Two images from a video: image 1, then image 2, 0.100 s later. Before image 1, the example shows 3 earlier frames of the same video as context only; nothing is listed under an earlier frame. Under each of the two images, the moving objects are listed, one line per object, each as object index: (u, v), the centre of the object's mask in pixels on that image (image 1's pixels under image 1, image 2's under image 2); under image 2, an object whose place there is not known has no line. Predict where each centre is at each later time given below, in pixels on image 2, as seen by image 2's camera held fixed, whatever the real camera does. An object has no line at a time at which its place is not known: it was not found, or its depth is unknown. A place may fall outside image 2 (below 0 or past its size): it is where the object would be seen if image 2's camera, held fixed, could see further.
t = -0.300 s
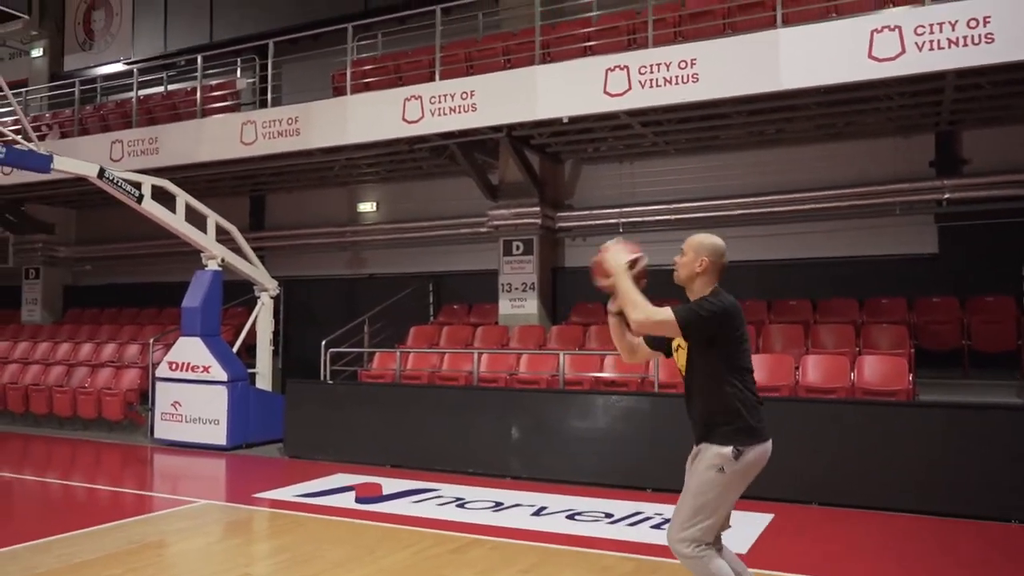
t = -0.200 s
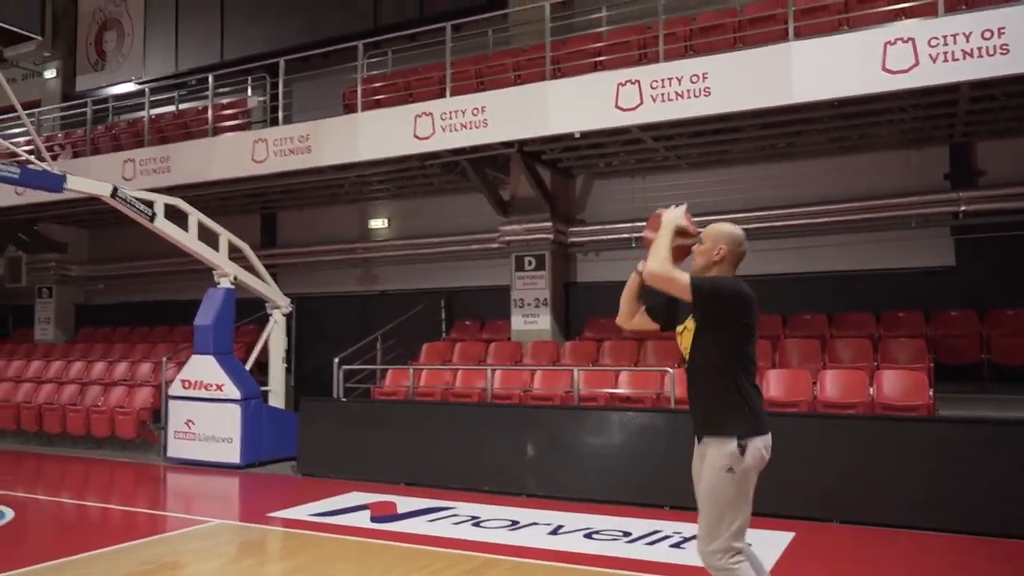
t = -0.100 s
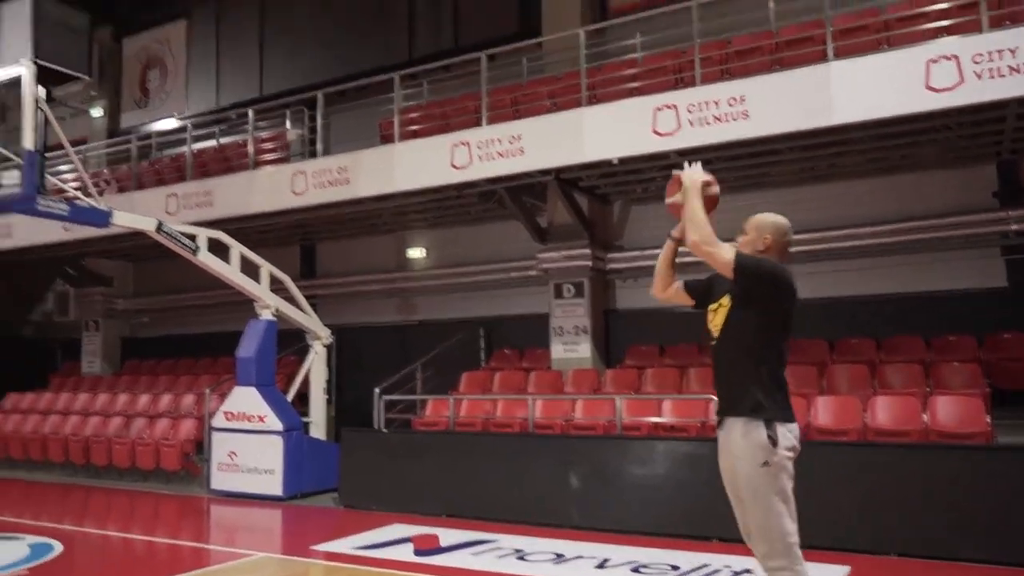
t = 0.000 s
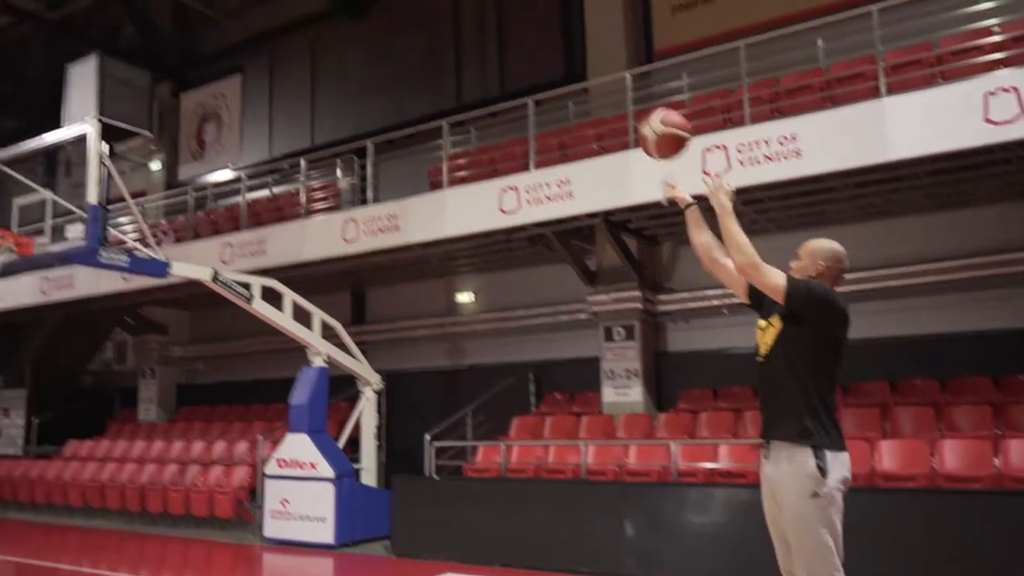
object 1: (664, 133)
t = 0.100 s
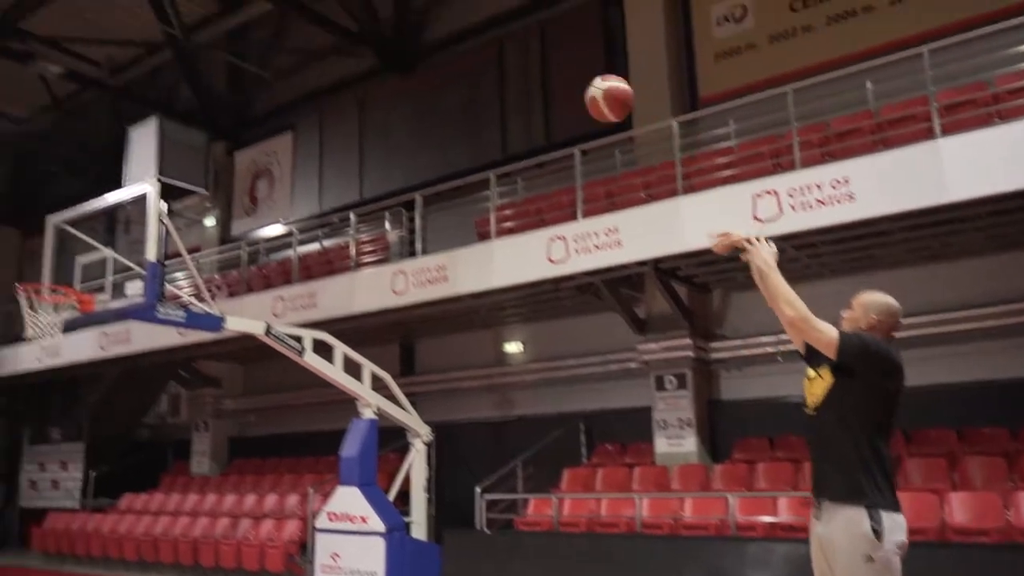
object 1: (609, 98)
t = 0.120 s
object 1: (590, 86)
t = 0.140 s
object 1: (572, 74)
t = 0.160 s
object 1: (555, 63)
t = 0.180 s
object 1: (538, 53)
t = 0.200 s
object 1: (522, 45)
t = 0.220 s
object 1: (507, 37)
